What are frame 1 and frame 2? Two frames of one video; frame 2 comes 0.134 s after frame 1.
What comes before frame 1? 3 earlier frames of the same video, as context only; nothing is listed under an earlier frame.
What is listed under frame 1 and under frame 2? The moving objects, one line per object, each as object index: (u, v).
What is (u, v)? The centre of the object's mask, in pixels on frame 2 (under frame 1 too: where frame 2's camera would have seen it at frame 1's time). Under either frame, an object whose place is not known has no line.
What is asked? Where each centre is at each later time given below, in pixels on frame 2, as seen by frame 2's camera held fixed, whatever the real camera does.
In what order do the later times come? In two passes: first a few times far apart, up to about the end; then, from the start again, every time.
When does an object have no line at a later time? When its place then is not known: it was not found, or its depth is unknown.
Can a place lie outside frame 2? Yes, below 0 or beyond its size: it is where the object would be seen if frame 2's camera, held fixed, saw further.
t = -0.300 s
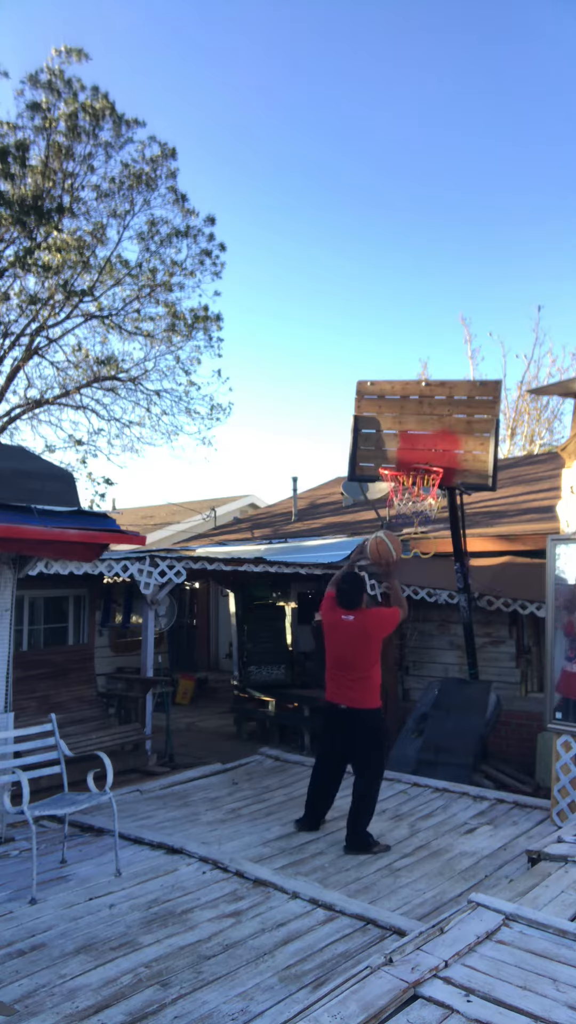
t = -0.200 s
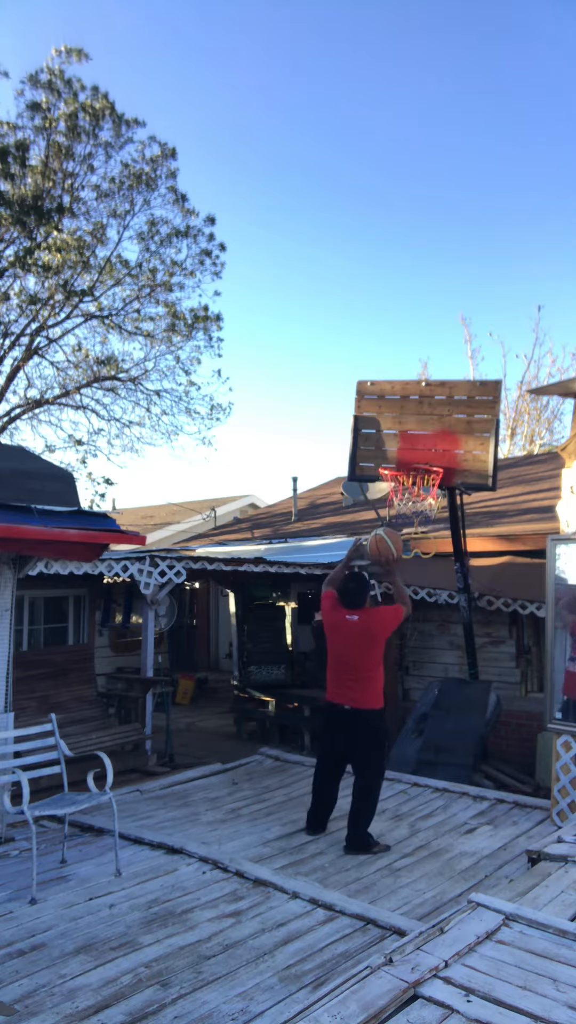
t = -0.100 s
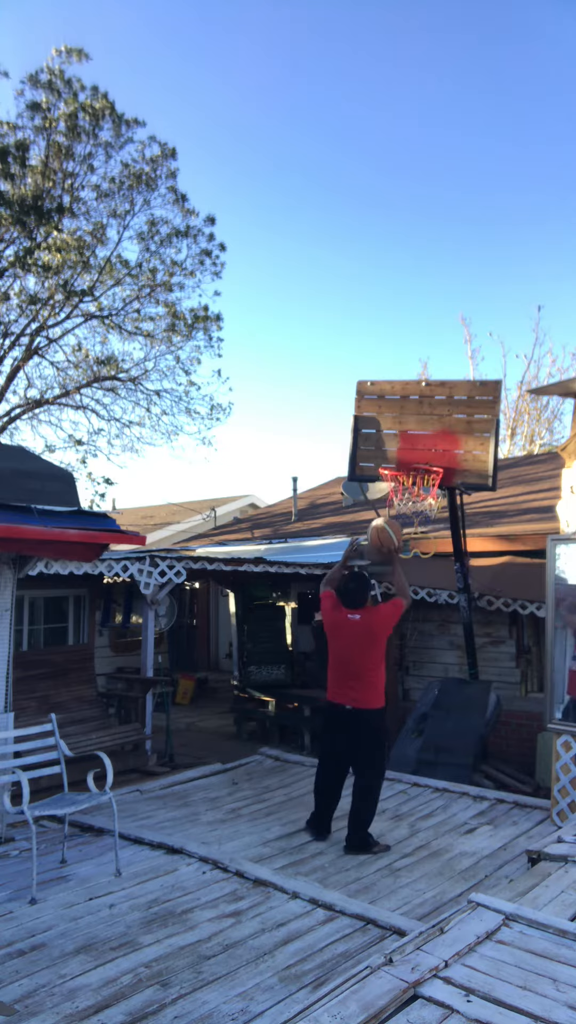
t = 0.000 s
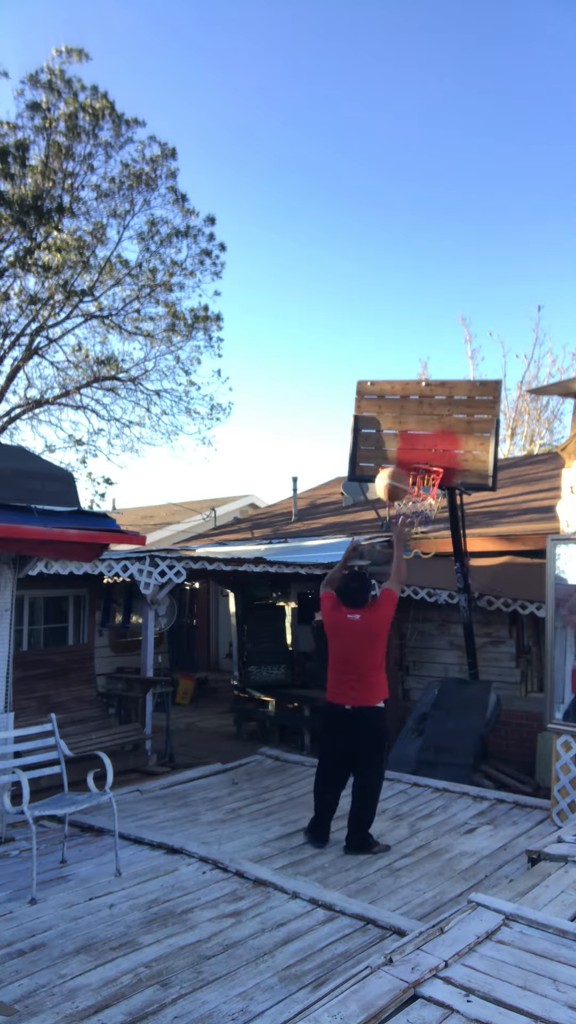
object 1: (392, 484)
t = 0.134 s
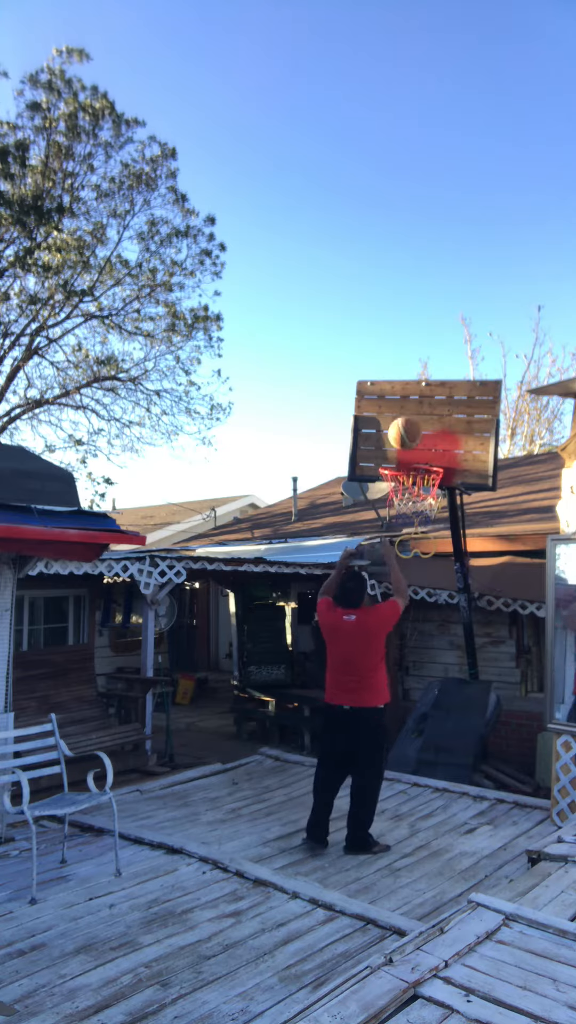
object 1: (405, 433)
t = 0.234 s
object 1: (413, 414)
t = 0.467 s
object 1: (422, 417)
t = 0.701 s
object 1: (414, 457)
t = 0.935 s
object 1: (400, 463)
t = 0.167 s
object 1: (407, 425)
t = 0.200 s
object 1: (410, 418)
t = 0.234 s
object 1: (413, 414)
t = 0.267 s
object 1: (416, 410)
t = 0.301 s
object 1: (418, 408)
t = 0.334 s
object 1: (421, 407)
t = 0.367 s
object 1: (421, 407)
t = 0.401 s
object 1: (424, 409)
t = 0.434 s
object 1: (423, 413)
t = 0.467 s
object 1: (422, 417)
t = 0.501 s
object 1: (421, 423)
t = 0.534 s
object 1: (420, 430)
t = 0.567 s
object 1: (421, 438)
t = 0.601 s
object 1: (419, 448)
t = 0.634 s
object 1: (418, 459)
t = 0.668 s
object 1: (417, 459)
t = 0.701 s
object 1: (414, 457)
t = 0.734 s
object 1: (412, 455)
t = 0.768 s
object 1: (410, 452)
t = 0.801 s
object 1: (408, 451)
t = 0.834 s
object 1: (404, 451)
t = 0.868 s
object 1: (402, 454)
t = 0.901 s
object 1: (401, 458)
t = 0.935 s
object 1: (400, 463)
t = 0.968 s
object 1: (398, 470)
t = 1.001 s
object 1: (396, 478)
